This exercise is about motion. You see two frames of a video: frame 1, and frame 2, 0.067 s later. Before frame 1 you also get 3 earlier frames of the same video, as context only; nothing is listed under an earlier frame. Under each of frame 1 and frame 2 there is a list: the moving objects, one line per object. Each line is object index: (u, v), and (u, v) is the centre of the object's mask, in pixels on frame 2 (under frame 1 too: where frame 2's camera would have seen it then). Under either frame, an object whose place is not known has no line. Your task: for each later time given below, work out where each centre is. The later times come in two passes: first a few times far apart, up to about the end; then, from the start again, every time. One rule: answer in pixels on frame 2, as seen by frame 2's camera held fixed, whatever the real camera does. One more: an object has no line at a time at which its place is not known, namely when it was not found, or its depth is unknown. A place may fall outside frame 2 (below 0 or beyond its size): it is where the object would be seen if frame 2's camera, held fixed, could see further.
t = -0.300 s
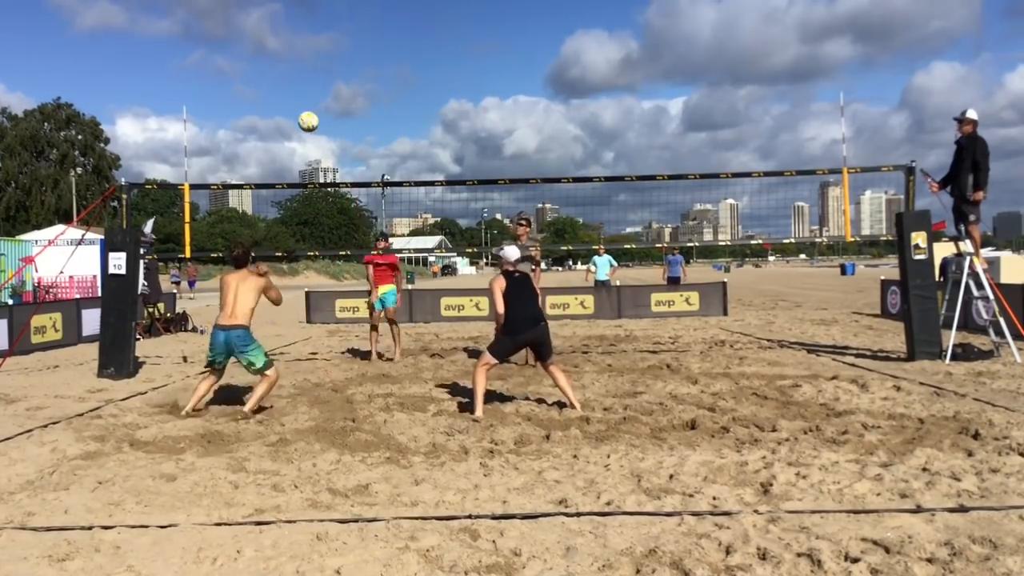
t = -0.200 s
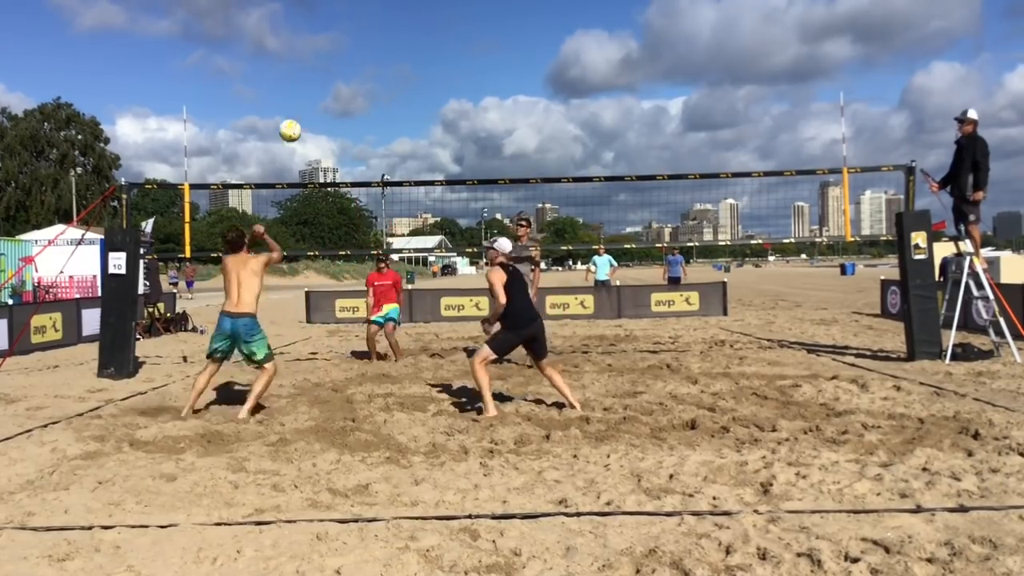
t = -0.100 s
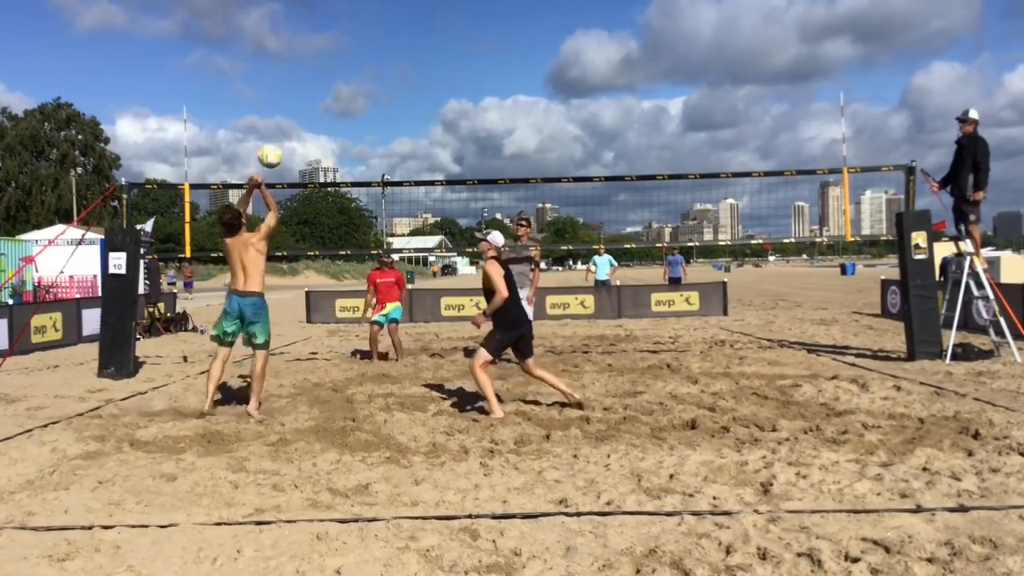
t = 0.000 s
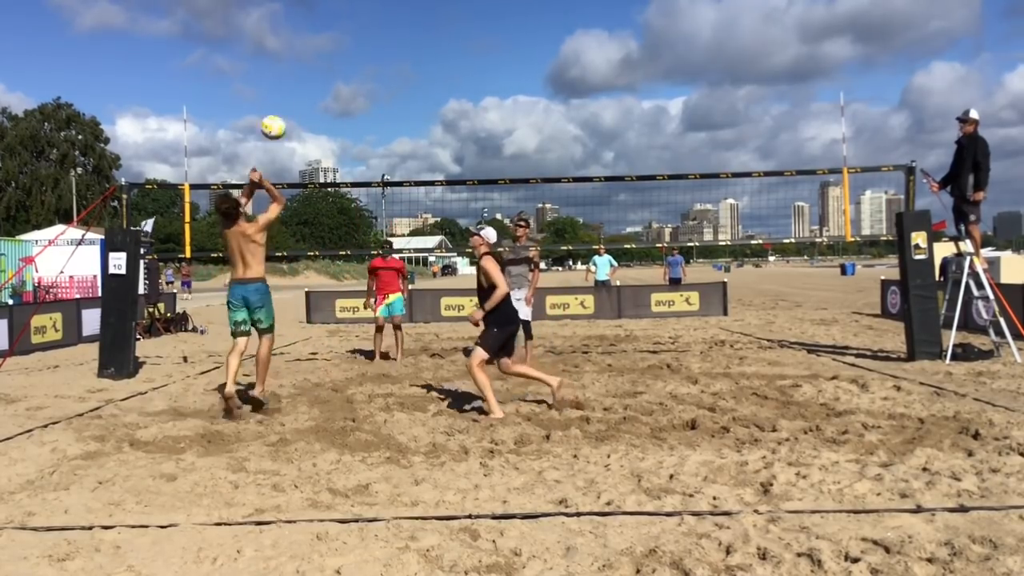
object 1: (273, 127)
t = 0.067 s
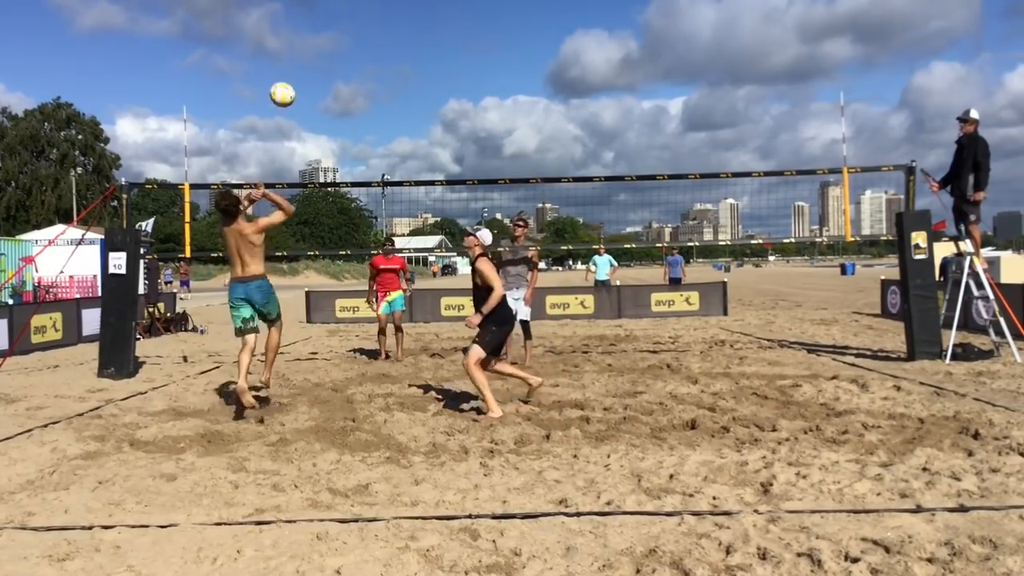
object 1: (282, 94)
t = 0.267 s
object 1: (310, 26)
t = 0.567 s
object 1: (350, 12)
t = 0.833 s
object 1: (383, 86)
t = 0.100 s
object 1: (287, 80)
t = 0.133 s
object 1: (292, 67)
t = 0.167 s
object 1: (296, 54)
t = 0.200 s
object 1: (301, 44)
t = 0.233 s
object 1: (305, 34)
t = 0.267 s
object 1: (310, 26)
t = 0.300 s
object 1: (315, 19)
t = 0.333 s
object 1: (319, 14)
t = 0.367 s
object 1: (323, 10)
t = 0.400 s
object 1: (328, 9)
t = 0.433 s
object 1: (333, 8)
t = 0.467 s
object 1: (337, 8)
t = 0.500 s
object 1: (342, 8)
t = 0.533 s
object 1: (346, 9)
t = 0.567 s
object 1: (350, 12)
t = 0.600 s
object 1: (354, 17)
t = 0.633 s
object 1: (359, 23)
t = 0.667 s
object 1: (363, 30)
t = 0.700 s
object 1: (367, 39)
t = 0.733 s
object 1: (371, 49)
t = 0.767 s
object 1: (375, 60)
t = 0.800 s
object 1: (379, 72)
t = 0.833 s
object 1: (383, 86)
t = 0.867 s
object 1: (387, 101)
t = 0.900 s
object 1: (391, 117)
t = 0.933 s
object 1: (394, 133)
